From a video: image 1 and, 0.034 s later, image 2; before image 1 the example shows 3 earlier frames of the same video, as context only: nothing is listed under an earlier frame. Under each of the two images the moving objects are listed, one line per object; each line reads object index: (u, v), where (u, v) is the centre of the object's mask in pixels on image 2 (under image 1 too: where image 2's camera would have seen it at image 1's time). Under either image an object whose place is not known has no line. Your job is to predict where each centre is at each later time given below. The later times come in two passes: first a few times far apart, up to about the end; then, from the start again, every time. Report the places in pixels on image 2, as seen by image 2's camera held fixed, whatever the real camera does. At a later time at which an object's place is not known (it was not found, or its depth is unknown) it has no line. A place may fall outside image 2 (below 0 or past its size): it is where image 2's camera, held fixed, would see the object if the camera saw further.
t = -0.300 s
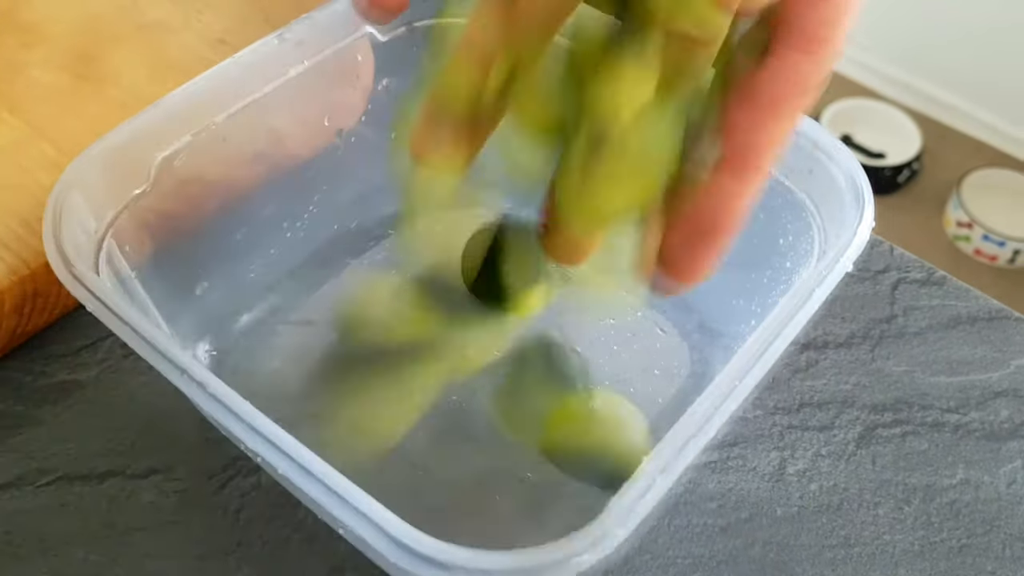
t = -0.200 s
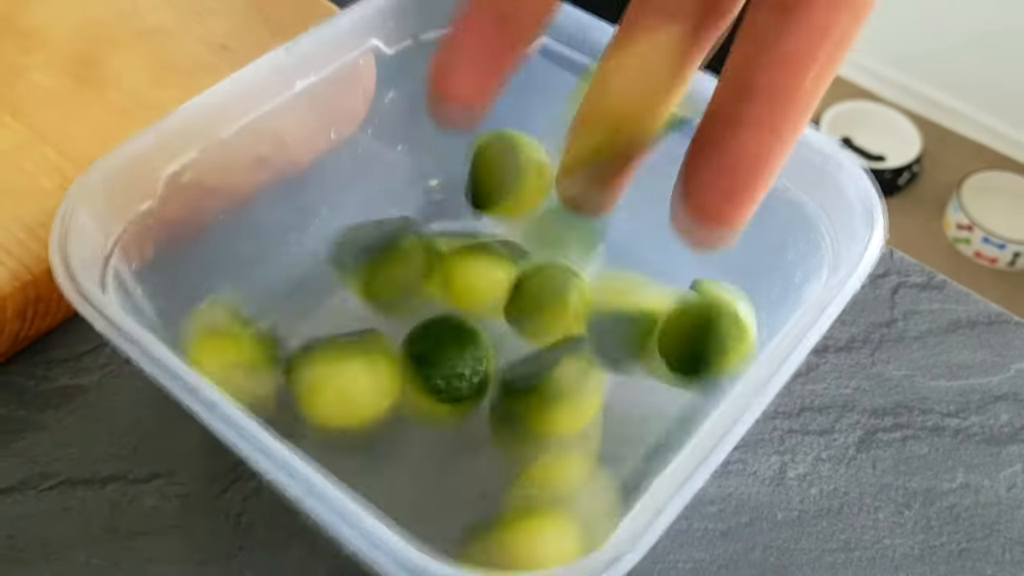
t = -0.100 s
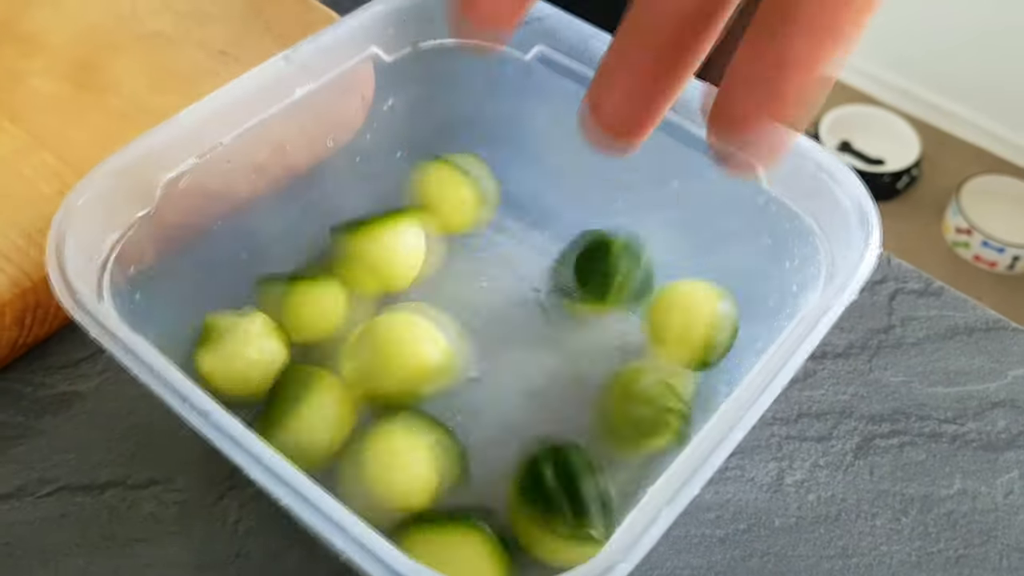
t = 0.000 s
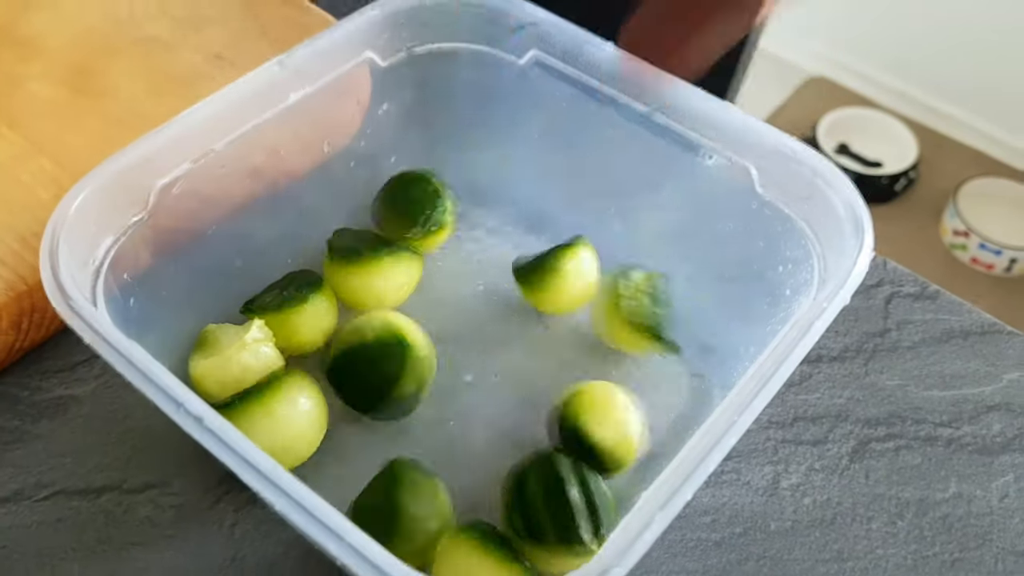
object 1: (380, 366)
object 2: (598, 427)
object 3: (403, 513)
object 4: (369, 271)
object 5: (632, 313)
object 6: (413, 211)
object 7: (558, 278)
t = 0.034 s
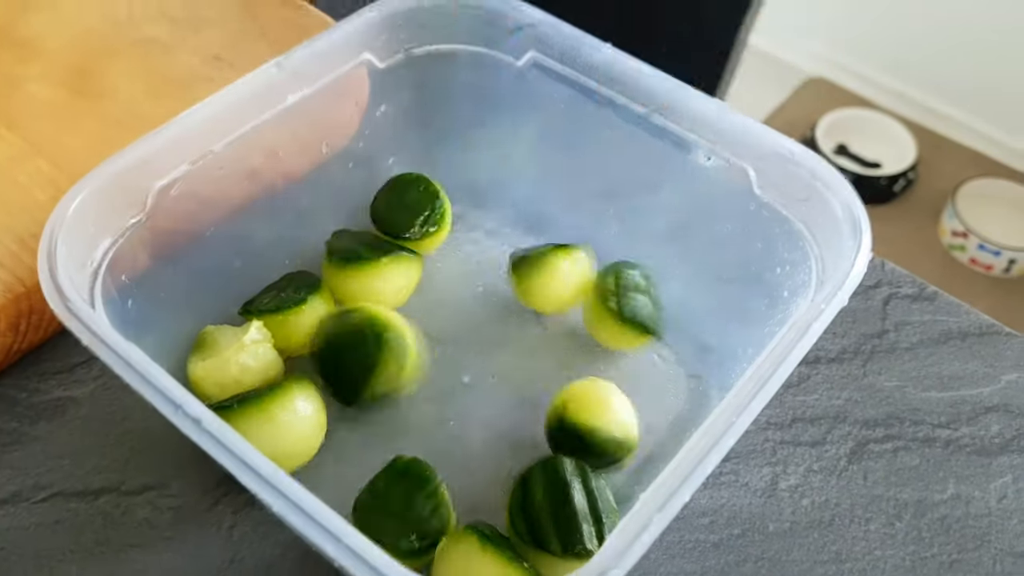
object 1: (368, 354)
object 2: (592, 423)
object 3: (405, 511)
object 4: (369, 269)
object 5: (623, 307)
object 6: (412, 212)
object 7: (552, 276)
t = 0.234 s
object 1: (355, 374)
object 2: (605, 419)
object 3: (398, 519)
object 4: (366, 267)
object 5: (615, 303)
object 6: (422, 207)
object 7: (538, 270)
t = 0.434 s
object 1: (353, 372)
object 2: (626, 450)
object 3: (397, 519)
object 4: (365, 266)
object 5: (616, 302)
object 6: (425, 206)
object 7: (533, 271)
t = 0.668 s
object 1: (353, 373)
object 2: (626, 450)
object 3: (398, 519)
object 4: (363, 265)
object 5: (616, 303)
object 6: (424, 206)
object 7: (533, 271)
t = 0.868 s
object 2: (625, 450)
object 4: (362, 264)
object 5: (616, 304)
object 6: (424, 206)
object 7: (533, 272)
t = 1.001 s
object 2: (625, 451)
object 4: (362, 264)
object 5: (615, 304)
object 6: (424, 206)
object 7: (533, 272)
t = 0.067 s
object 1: (362, 353)
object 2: (593, 422)
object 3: (405, 511)
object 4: (369, 268)
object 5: (621, 305)
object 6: (412, 212)
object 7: (548, 274)
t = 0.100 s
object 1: (358, 362)
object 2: (596, 419)
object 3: (404, 512)
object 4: (367, 269)
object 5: (617, 302)
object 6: (413, 211)
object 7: (541, 272)
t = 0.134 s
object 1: (357, 374)
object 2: (600, 417)
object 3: (402, 514)
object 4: (366, 269)
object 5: (616, 302)
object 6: (415, 210)
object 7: (538, 271)
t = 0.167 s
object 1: (357, 376)
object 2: (602, 416)
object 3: (401, 515)
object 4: (366, 268)
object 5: (615, 302)
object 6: (417, 209)
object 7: (538, 270)
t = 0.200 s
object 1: (357, 377)
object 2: (605, 415)
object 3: (399, 517)
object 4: (366, 268)
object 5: (615, 303)
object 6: (420, 208)
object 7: (538, 270)
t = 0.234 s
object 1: (355, 374)
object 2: (605, 419)
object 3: (398, 519)
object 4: (366, 267)
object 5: (615, 303)
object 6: (422, 207)
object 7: (538, 270)
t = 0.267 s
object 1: (353, 371)
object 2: (605, 422)
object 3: (397, 519)
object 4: (366, 267)
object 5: (615, 302)
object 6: (423, 206)
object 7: (538, 270)
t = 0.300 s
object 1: (352, 368)
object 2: (608, 429)
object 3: (397, 519)
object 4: (365, 267)
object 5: (615, 302)
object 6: (424, 206)
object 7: (538, 270)
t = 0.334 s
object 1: (352, 369)
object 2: (614, 439)
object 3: (397, 519)
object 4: (365, 266)
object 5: (615, 302)
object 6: (425, 206)
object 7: (537, 271)
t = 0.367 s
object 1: (353, 372)
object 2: (618, 444)
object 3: (397, 519)
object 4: (365, 266)
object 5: (615, 302)
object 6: (425, 206)
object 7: (536, 271)
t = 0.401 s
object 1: (353, 373)
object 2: (623, 447)
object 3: (397, 519)
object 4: (365, 266)
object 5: (615, 302)
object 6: (425, 206)
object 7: (534, 271)
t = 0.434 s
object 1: (353, 372)
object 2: (626, 450)
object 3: (397, 519)
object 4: (365, 266)
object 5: (616, 302)
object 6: (425, 206)
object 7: (533, 271)
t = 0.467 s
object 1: (353, 372)
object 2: (626, 450)
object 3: (397, 519)
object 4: (364, 266)
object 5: (616, 302)
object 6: (425, 206)
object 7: (533, 271)
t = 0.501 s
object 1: (353, 372)
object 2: (626, 450)
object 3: (397, 519)
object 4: (364, 265)
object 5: (616, 302)
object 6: (425, 206)
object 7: (533, 271)
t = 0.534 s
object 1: (353, 373)
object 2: (626, 450)
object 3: (397, 519)
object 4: (364, 265)
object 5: (616, 303)
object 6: (425, 206)
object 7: (533, 271)
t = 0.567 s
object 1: (354, 373)
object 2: (626, 450)
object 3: (398, 519)
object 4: (364, 265)
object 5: (616, 303)
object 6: (425, 206)
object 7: (533, 271)
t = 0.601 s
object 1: (353, 373)
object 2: (626, 450)
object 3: (398, 519)
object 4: (364, 265)
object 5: (616, 303)
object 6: (425, 206)
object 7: (533, 271)
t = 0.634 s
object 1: (353, 373)
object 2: (626, 450)
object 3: (397, 519)
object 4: (363, 265)
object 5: (616, 303)
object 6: (424, 206)
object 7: (533, 271)
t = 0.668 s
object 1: (353, 373)
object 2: (626, 450)
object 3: (398, 519)
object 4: (363, 265)
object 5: (616, 303)
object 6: (424, 206)
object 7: (533, 271)
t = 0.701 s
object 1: (353, 373)
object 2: (626, 450)
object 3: (398, 518)
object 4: (363, 265)
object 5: (616, 303)
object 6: (424, 206)
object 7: (533, 272)
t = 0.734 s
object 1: (353, 373)
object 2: (626, 450)
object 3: (399, 517)
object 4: (363, 264)
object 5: (616, 304)
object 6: (424, 206)
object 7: (533, 272)
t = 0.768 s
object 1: (353, 373)
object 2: (625, 450)
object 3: (398, 517)
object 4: (363, 264)
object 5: (616, 304)
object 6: (424, 206)
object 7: (533, 272)
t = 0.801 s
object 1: (353, 373)
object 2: (625, 450)
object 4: (362, 265)
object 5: (616, 304)
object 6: (424, 206)
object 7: (533, 272)
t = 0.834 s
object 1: (352, 373)
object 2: (625, 450)
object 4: (362, 264)
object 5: (615, 304)
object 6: (424, 206)
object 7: (533, 272)
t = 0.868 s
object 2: (625, 450)
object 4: (362, 264)
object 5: (616, 304)
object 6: (424, 206)
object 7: (533, 272)
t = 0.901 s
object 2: (625, 450)
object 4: (362, 264)
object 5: (615, 304)
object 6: (424, 206)
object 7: (533, 272)
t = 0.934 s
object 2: (625, 451)
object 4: (362, 264)
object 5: (615, 304)
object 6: (424, 206)
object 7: (533, 272)
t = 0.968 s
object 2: (625, 450)
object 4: (362, 264)
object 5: (615, 303)
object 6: (424, 206)
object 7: (533, 272)
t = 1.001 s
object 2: (625, 451)
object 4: (362, 264)
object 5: (615, 304)
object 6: (424, 206)
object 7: (533, 272)
